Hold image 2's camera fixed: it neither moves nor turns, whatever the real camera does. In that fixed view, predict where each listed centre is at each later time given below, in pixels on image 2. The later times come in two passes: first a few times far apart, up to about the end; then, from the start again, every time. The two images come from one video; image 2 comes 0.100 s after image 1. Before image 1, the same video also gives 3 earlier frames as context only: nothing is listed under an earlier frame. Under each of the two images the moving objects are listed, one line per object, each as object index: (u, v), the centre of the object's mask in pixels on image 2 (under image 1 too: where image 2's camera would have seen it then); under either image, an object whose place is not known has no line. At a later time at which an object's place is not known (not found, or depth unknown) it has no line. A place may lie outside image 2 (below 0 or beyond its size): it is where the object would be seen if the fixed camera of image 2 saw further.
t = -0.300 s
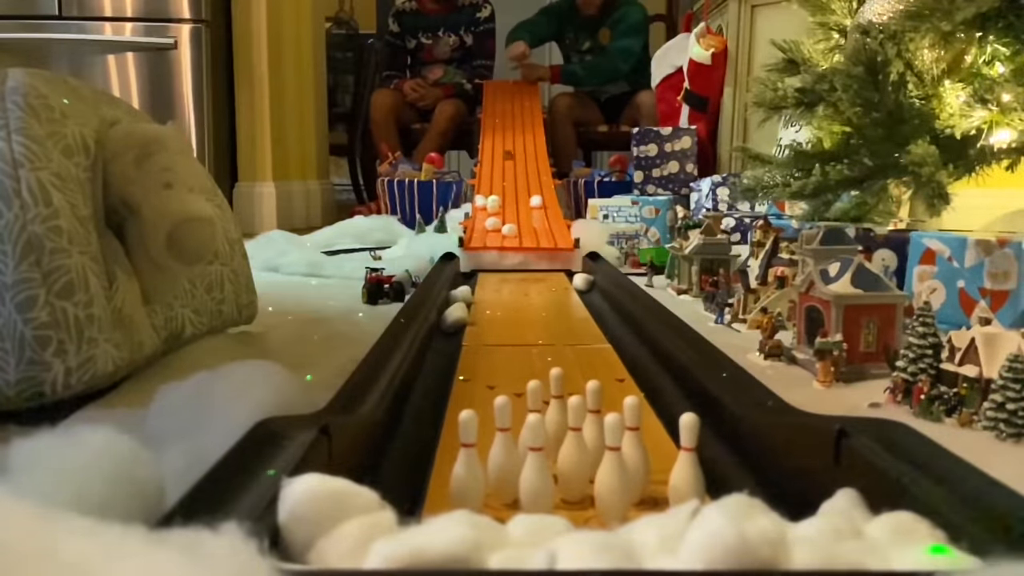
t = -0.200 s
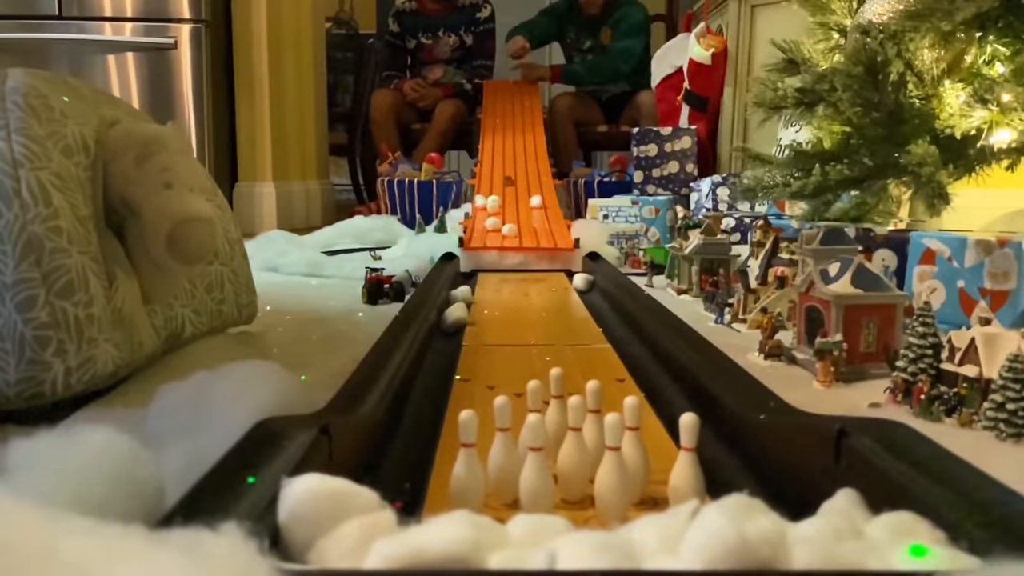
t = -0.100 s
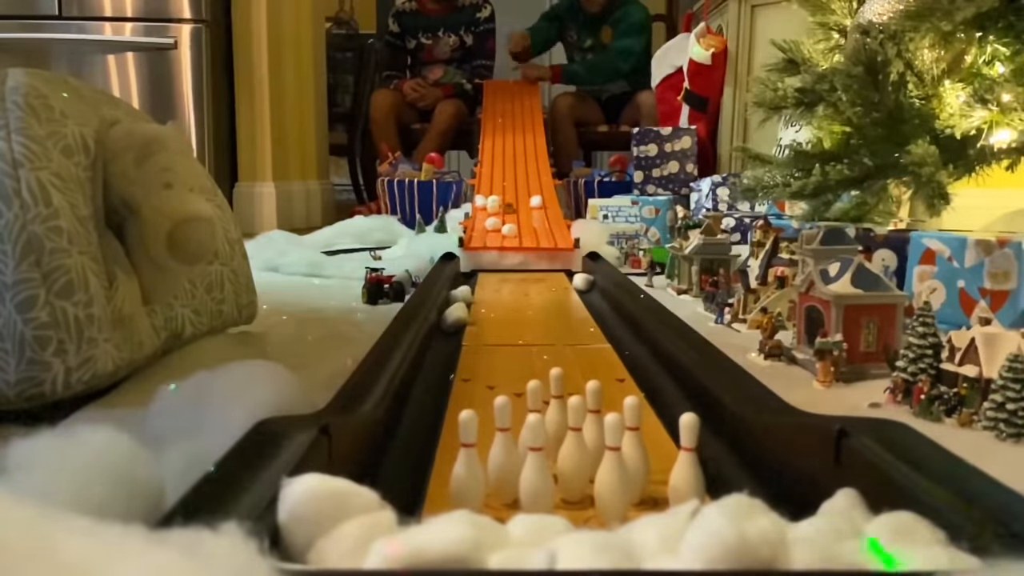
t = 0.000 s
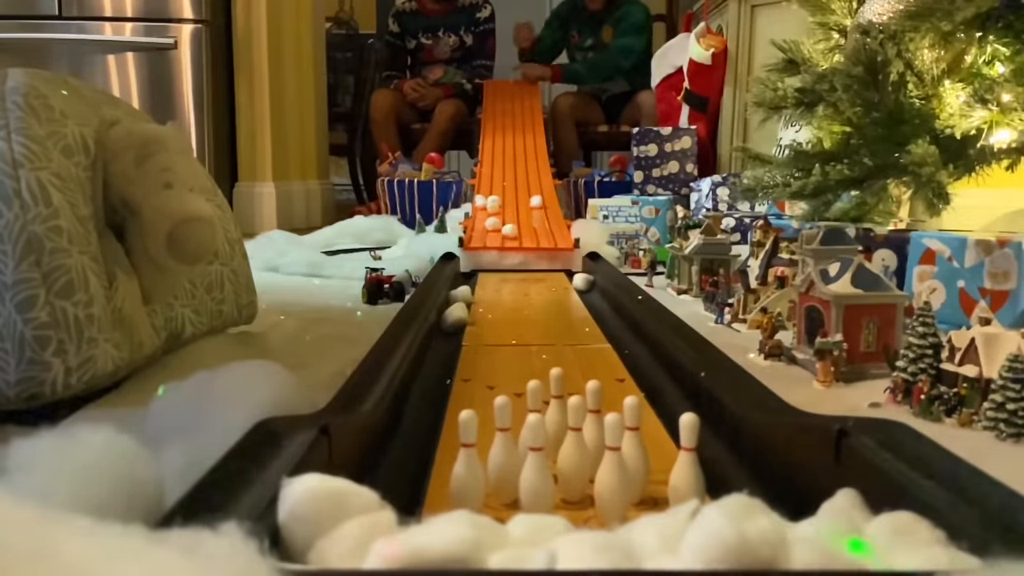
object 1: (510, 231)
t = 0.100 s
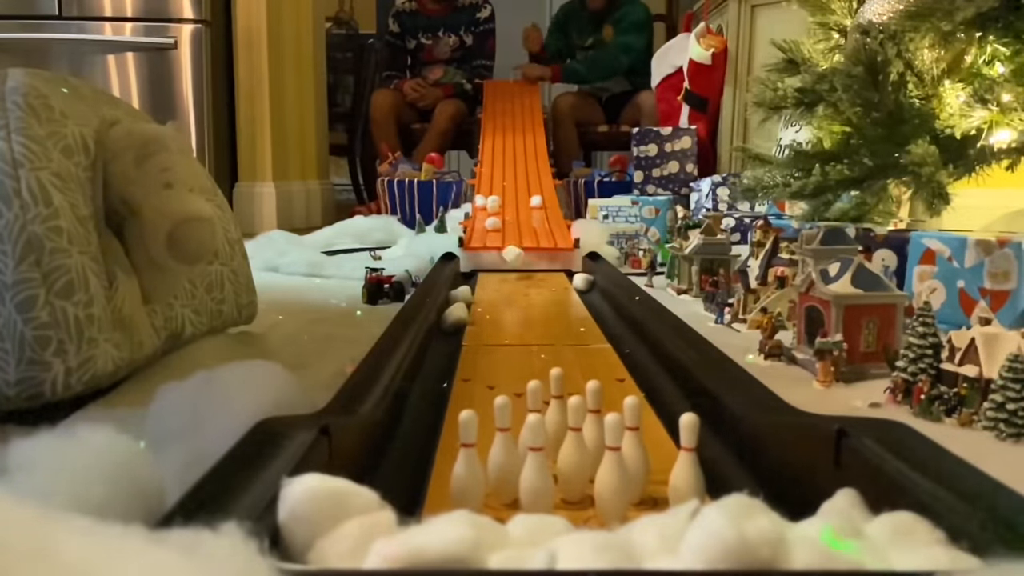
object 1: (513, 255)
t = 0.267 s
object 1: (544, 316)
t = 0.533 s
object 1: (699, 419)
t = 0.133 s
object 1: (515, 275)
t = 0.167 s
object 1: (518, 293)
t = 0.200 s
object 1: (522, 292)
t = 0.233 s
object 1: (526, 296)
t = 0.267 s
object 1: (544, 316)
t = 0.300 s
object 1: (563, 329)
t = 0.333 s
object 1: (580, 335)
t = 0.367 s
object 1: (599, 353)
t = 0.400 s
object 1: (616, 353)
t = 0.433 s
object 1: (636, 355)
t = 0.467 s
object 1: (655, 368)
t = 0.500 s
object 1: (672, 394)
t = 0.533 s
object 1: (699, 419)
